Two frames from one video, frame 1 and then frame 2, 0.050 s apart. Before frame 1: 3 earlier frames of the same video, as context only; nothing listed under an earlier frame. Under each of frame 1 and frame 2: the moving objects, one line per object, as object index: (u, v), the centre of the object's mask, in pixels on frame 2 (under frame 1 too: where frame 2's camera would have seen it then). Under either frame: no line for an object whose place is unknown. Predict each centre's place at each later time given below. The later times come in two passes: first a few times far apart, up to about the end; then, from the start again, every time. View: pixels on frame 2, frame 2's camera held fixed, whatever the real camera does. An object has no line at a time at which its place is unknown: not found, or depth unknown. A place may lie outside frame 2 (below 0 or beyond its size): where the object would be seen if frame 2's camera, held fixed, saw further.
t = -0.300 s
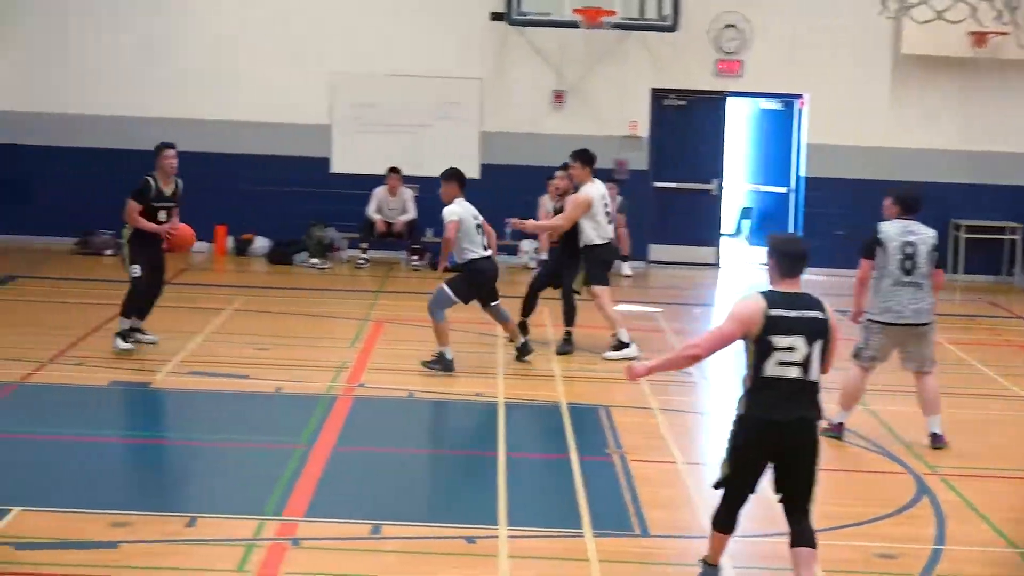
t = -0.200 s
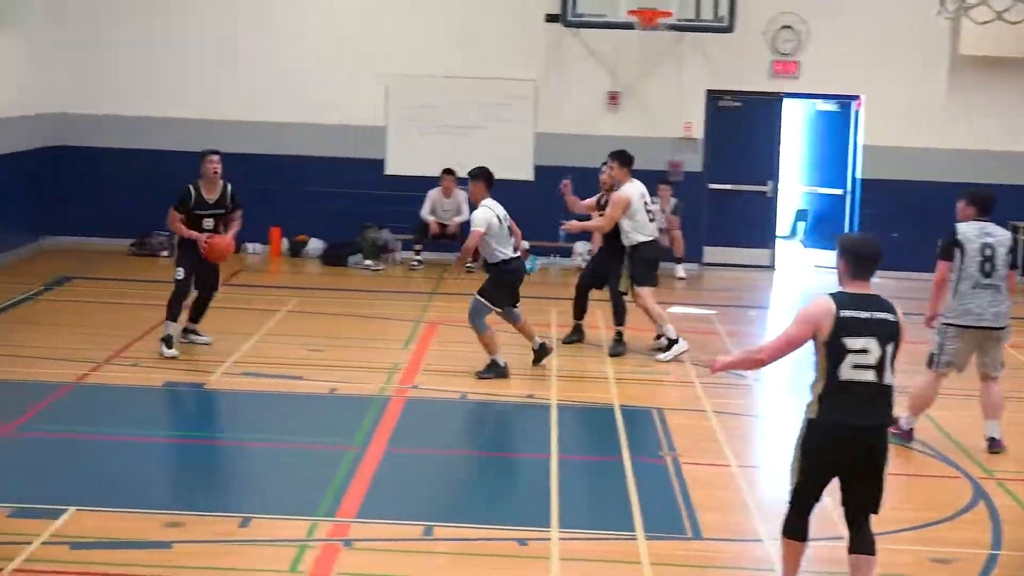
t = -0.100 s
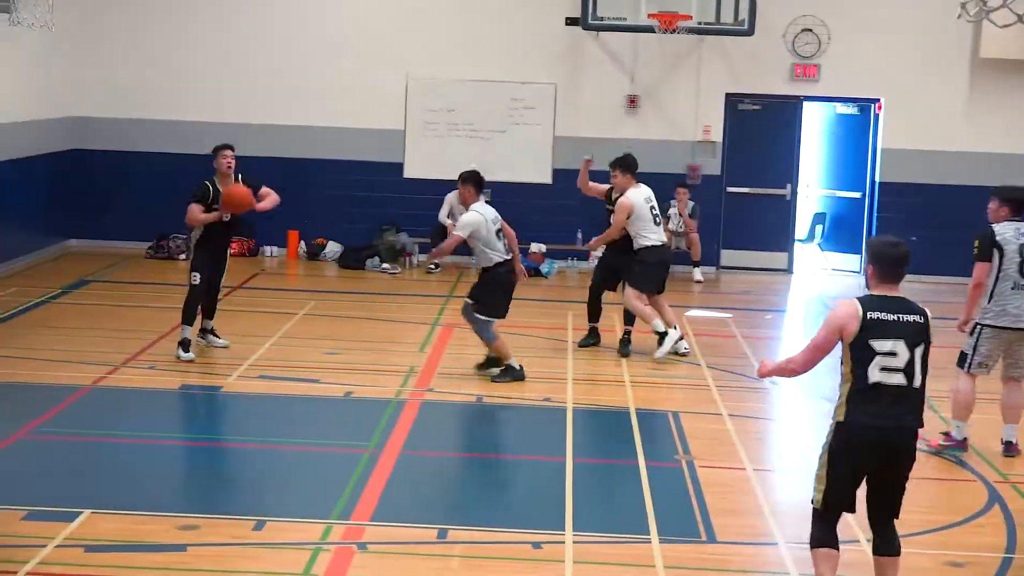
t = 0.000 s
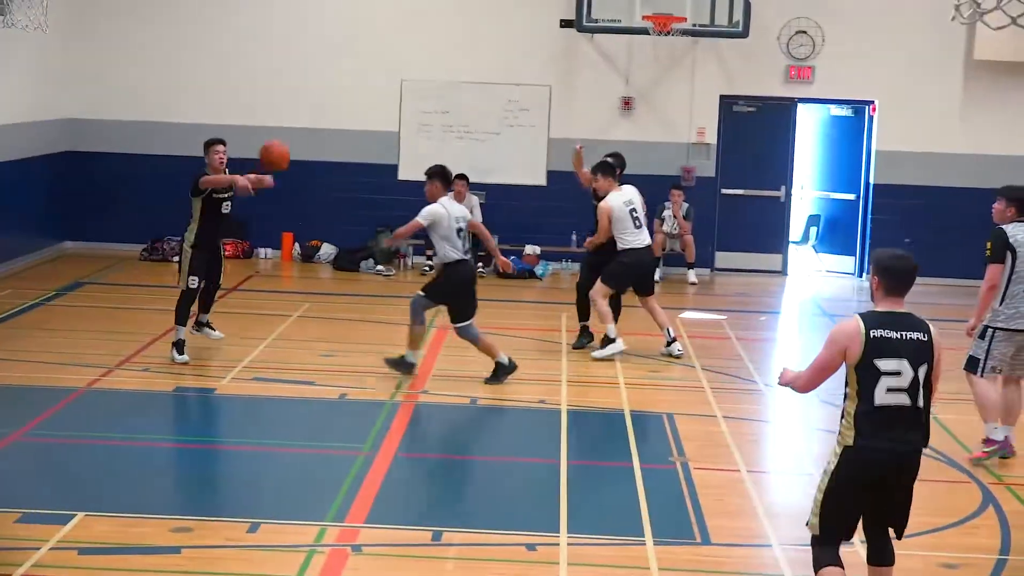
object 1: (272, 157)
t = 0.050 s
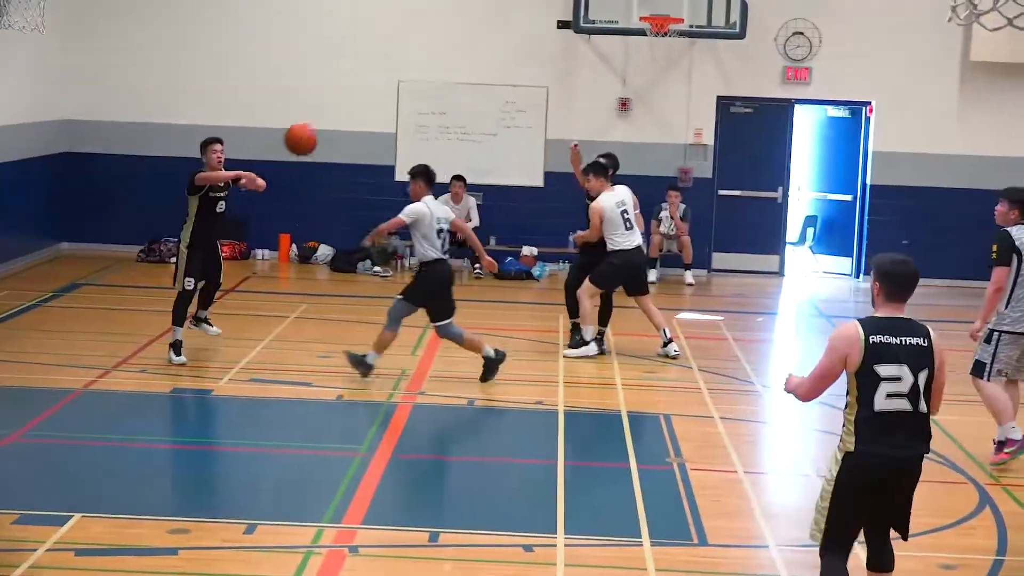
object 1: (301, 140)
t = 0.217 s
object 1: (412, 100)
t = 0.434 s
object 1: (599, 86)
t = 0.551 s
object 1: (735, 111)
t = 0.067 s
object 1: (310, 134)
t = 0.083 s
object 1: (321, 130)
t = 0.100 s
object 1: (332, 125)
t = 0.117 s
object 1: (343, 122)
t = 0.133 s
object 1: (354, 118)
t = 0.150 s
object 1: (365, 114)
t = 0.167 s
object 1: (377, 111)
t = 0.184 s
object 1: (388, 107)
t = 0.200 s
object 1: (400, 104)
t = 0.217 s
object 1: (412, 100)
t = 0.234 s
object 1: (425, 96)
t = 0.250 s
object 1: (437, 93)
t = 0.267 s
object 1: (450, 90)
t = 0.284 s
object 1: (463, 87)
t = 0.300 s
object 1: (477, 85)
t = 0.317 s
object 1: (491, 84)
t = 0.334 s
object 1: (505, 83)
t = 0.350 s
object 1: (520, 82)
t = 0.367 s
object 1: (534, 82)
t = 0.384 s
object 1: (550, 82)
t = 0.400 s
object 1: (566, 83)
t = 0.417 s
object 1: (582, 85)
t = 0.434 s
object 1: (599, 86)
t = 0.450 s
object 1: (616, 90)
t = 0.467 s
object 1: (634, 92)
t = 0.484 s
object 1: (653, 95)
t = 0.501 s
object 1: (672, 98)
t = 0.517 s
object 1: (692, 101)
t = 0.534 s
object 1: (713, 105)
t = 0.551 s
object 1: (735, 111)
